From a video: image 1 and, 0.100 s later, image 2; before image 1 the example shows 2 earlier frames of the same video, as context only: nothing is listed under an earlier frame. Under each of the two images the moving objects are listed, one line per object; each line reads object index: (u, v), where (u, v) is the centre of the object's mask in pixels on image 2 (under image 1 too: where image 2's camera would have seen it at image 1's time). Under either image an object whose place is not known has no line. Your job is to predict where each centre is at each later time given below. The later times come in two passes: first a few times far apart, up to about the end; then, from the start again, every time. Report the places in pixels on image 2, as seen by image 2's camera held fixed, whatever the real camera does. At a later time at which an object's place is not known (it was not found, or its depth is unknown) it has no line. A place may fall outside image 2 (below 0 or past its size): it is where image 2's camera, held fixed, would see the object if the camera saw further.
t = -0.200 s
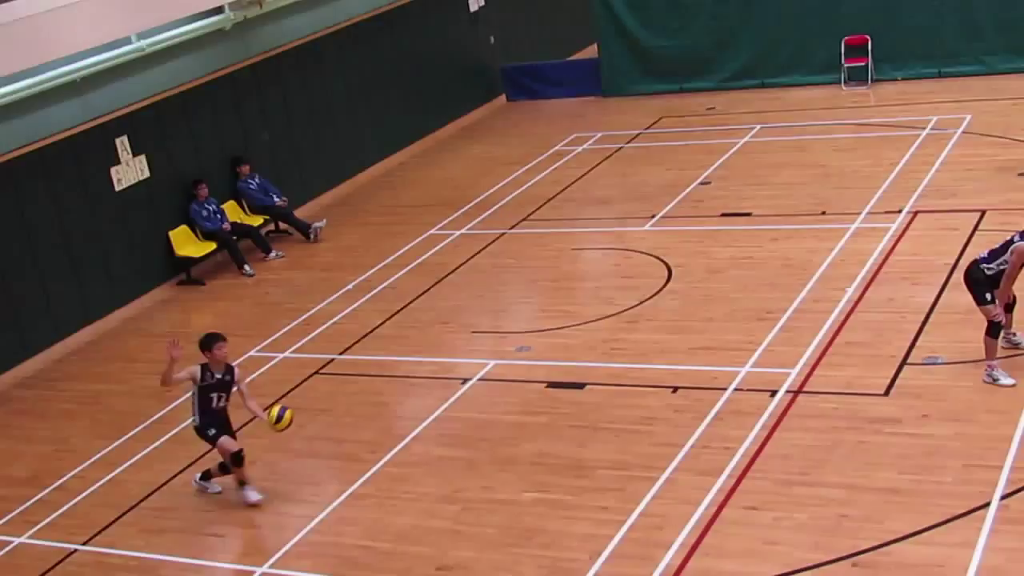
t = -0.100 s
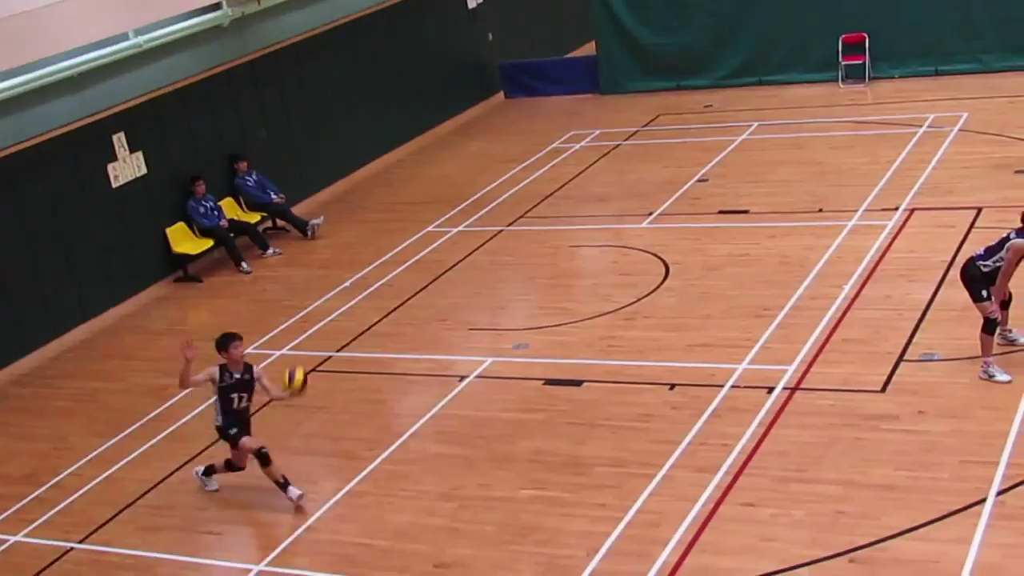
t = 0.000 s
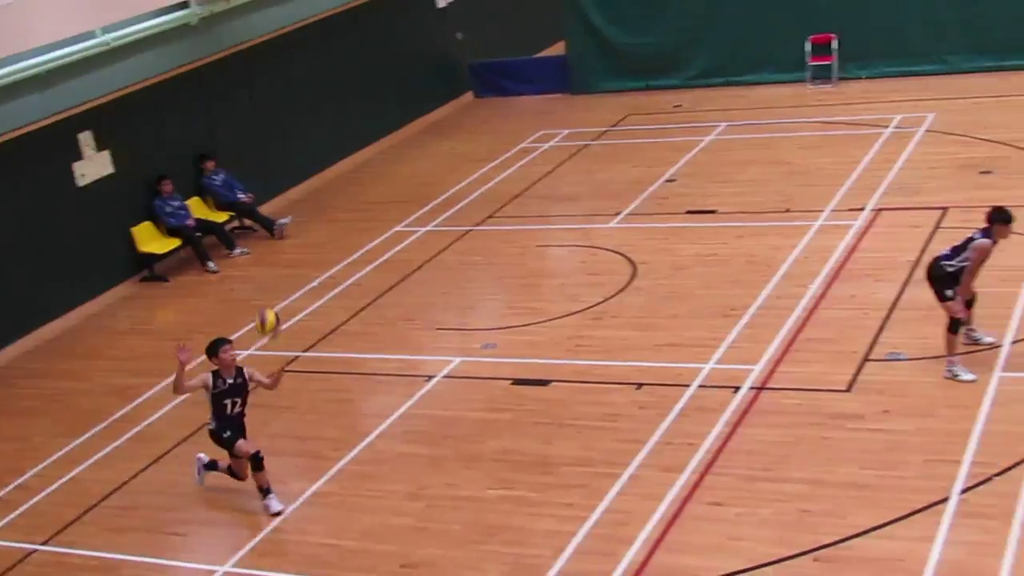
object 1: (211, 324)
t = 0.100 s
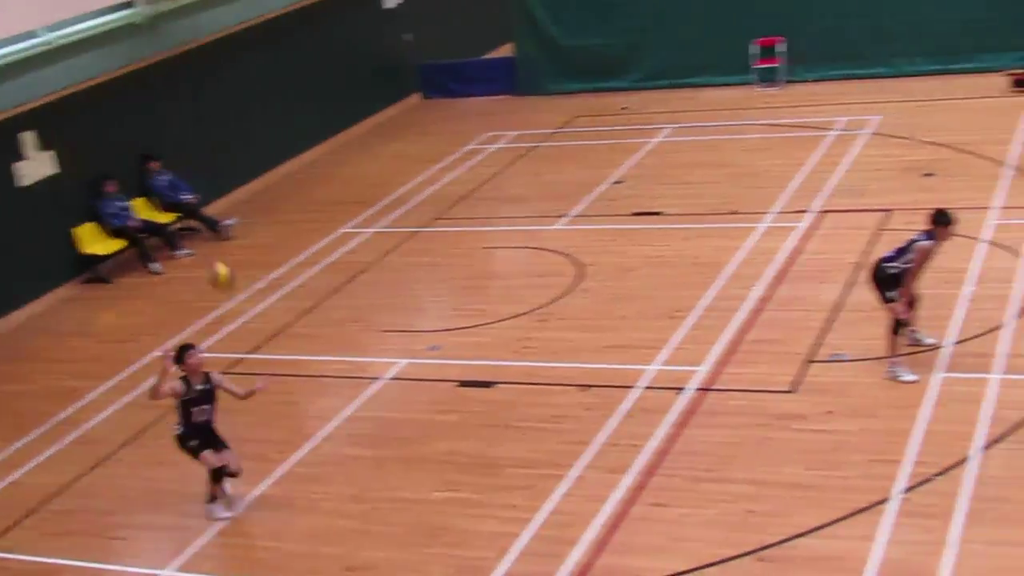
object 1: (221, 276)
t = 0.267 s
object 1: (245, 221)
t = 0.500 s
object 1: (298, 199)
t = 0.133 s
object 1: (224, 262)
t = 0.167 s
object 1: (230, 249)
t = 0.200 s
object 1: (234, 237)
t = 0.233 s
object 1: (239, 228)
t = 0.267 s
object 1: (245, 221)
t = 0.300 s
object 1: (251, 214)
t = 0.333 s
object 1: (257, 208)
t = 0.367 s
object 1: (265, 204)
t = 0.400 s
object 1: (271, 201)
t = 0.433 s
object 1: (277, 199)
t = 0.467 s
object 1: (287, 198)
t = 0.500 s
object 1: (298, 199)
